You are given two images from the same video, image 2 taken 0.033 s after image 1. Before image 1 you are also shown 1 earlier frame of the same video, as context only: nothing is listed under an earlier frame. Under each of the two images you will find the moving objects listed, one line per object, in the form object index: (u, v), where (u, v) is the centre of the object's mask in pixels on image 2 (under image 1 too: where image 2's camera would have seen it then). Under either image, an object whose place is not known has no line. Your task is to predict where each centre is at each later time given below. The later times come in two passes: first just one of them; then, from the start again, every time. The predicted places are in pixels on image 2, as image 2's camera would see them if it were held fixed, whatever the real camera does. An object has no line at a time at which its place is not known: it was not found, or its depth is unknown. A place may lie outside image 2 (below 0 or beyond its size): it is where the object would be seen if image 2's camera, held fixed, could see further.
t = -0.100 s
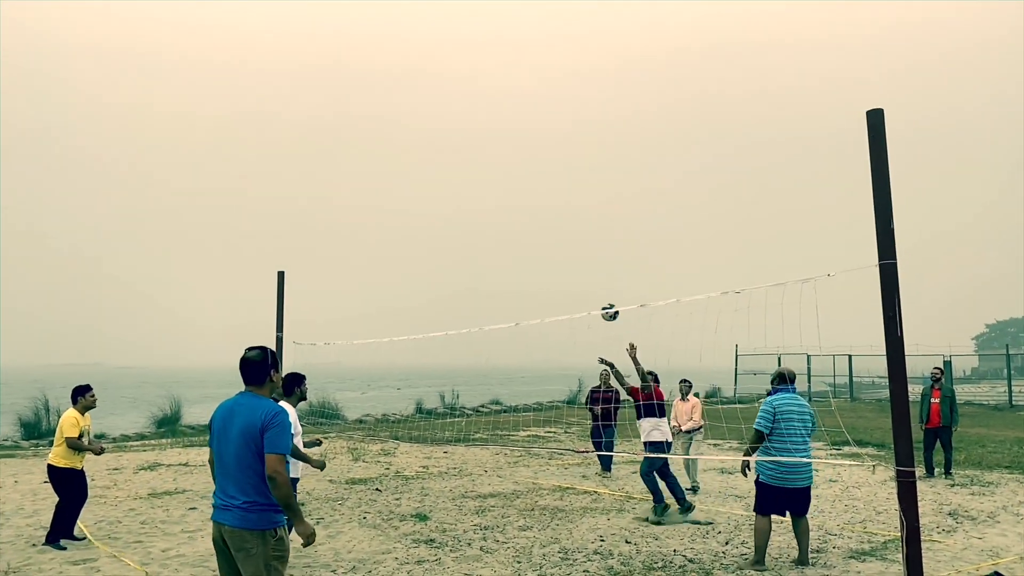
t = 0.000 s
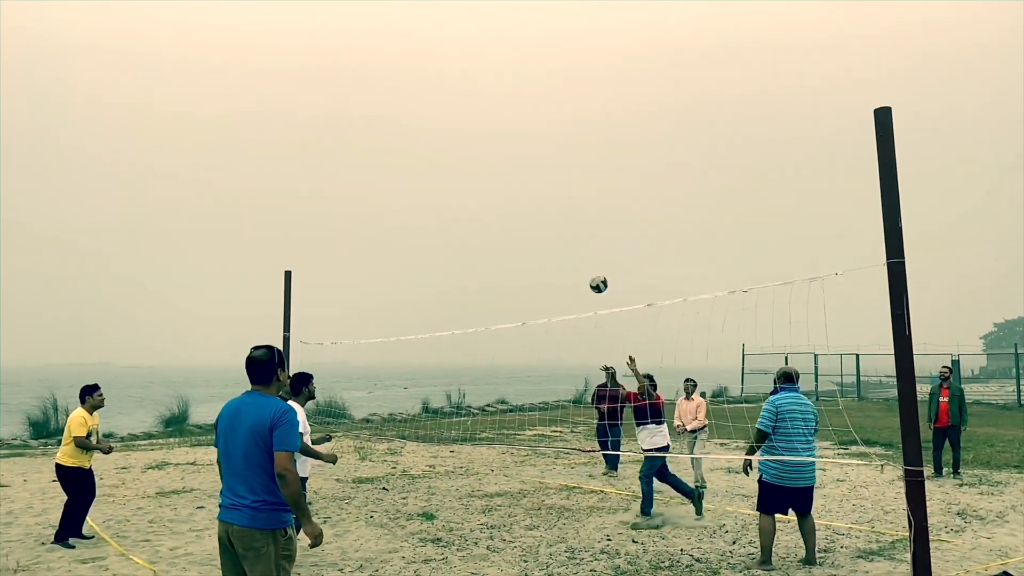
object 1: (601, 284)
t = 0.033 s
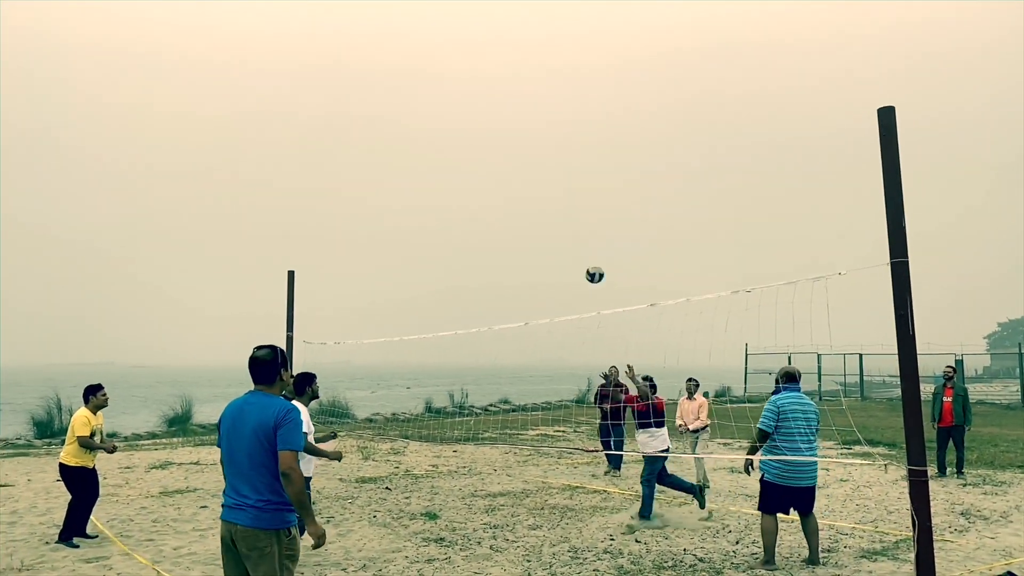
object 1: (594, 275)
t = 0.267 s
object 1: (552, 224)
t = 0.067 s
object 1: (589, 268)
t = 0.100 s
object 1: (582, 259)
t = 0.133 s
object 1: (575, 251)
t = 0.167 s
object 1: (571, 245)
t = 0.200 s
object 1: (564, 237)
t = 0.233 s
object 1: (557, 229)
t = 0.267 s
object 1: (552, 224)
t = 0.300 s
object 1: (545, 218)
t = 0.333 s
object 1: (537, 212)
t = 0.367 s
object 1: (532, 209)
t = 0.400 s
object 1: (524, 203)
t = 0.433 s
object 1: (516, 198)
